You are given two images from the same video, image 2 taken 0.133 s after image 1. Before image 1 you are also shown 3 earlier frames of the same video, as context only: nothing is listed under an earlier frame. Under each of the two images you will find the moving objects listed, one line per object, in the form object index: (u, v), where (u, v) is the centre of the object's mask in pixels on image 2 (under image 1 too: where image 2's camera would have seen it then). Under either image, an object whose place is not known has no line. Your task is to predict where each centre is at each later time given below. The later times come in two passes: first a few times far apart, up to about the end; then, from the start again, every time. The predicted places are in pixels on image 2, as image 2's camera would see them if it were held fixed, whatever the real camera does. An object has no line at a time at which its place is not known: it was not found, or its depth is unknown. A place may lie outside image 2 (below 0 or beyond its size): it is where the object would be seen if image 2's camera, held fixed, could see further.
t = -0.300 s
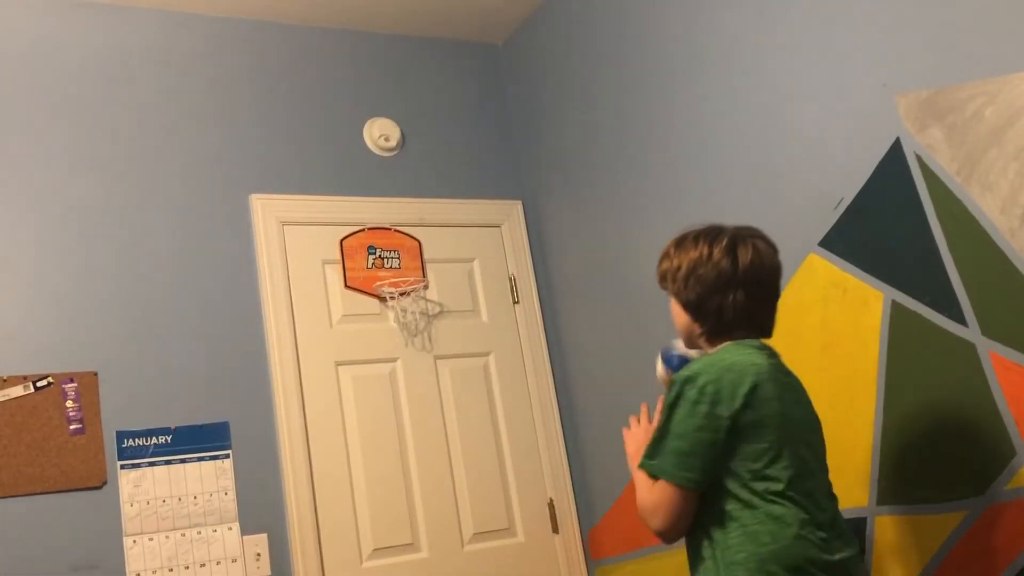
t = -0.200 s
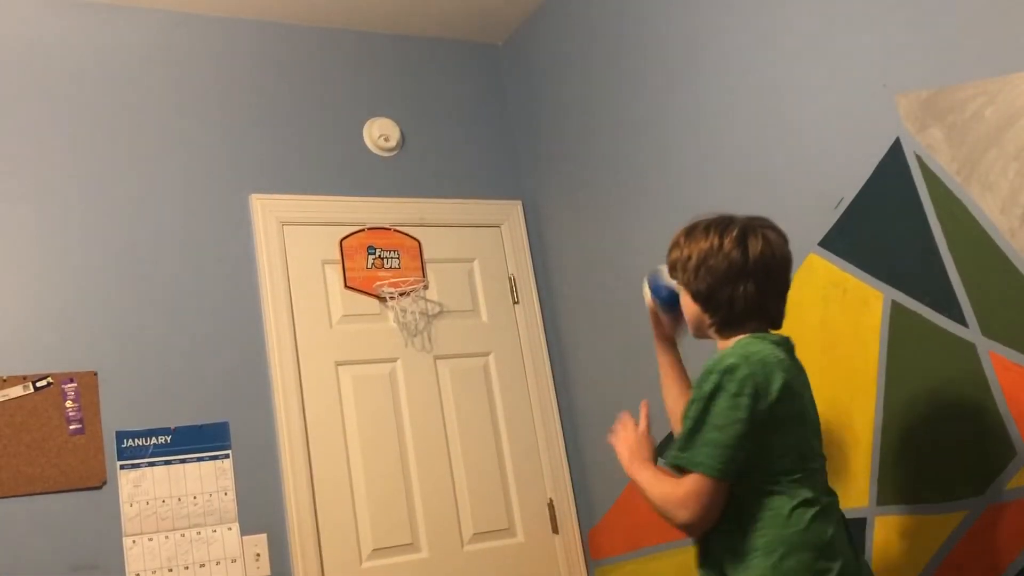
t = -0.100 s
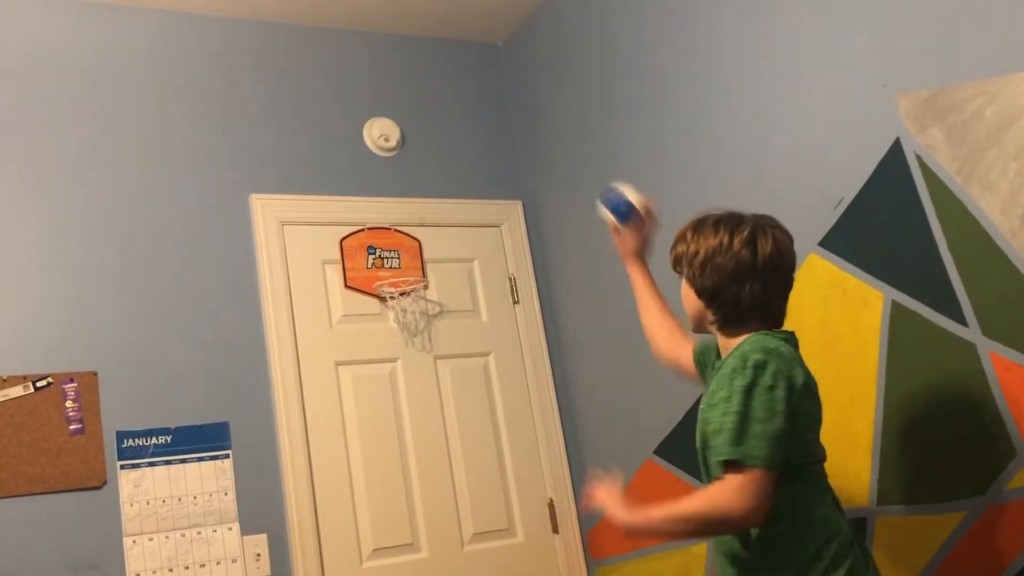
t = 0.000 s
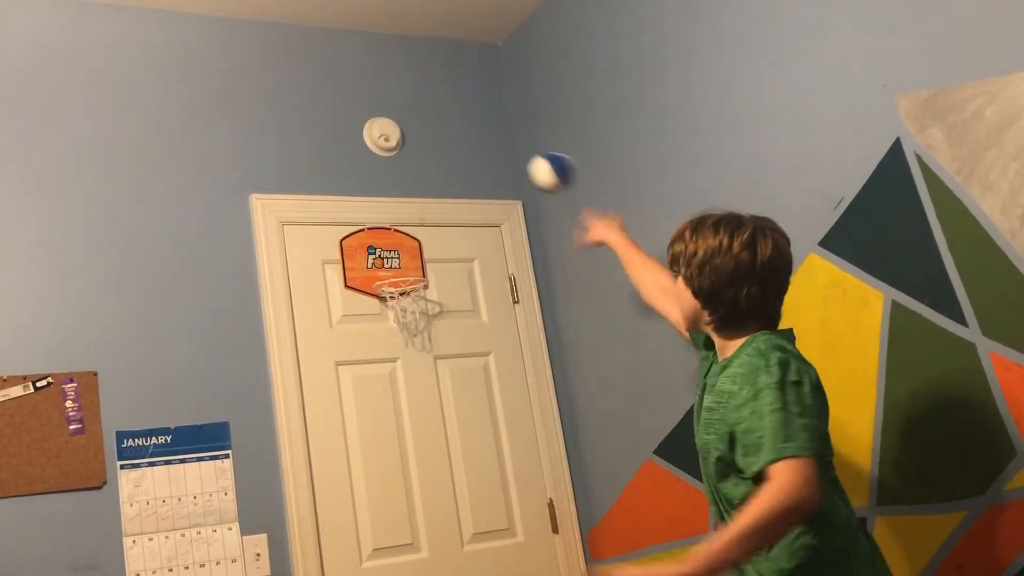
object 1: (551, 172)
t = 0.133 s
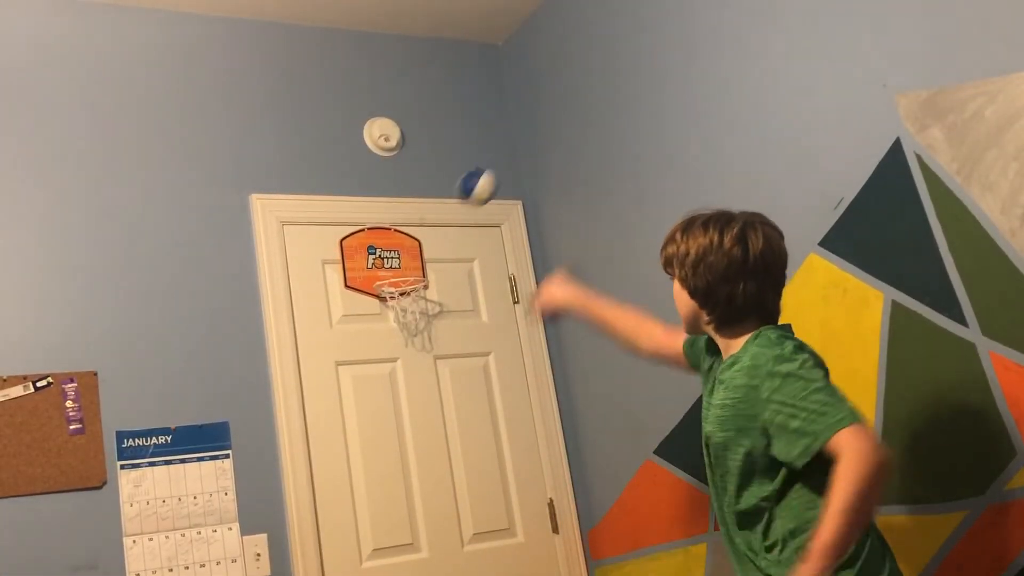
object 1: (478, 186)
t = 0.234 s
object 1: (437, 231)
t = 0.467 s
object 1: (397, 236)
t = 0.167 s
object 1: (463, 199)
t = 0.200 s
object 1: (449, 215)
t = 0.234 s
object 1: (437, 231)
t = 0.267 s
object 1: (426, 253)
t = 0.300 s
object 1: (417, 275)
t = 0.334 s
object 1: (415, 275)
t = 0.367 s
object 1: (412, 263)
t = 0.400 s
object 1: (406, 251)
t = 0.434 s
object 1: (402, 241)
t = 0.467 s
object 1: (397, 236)
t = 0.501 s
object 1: (394, 233)
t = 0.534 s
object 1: (392, 235)
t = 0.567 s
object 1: (390, 241)
